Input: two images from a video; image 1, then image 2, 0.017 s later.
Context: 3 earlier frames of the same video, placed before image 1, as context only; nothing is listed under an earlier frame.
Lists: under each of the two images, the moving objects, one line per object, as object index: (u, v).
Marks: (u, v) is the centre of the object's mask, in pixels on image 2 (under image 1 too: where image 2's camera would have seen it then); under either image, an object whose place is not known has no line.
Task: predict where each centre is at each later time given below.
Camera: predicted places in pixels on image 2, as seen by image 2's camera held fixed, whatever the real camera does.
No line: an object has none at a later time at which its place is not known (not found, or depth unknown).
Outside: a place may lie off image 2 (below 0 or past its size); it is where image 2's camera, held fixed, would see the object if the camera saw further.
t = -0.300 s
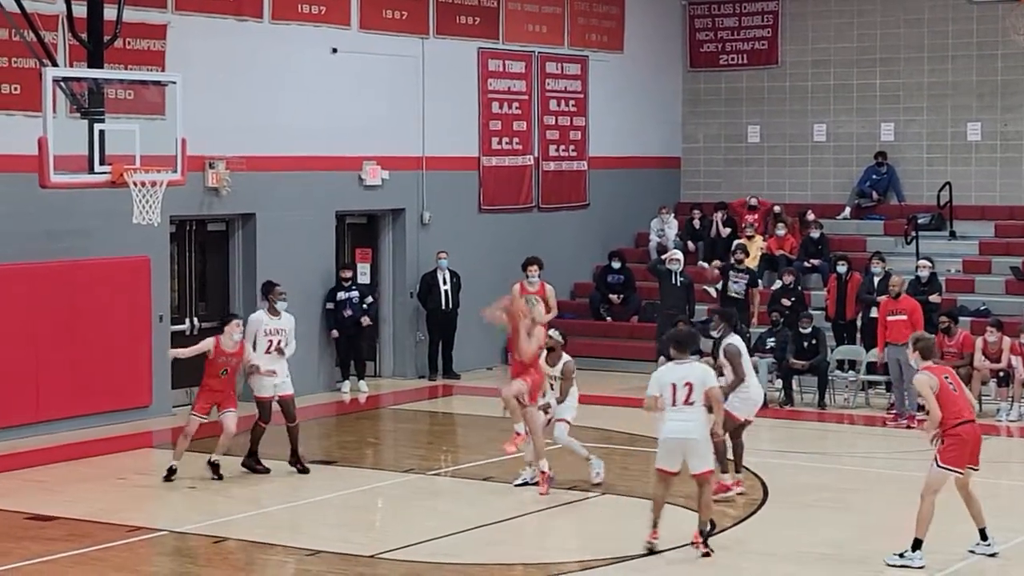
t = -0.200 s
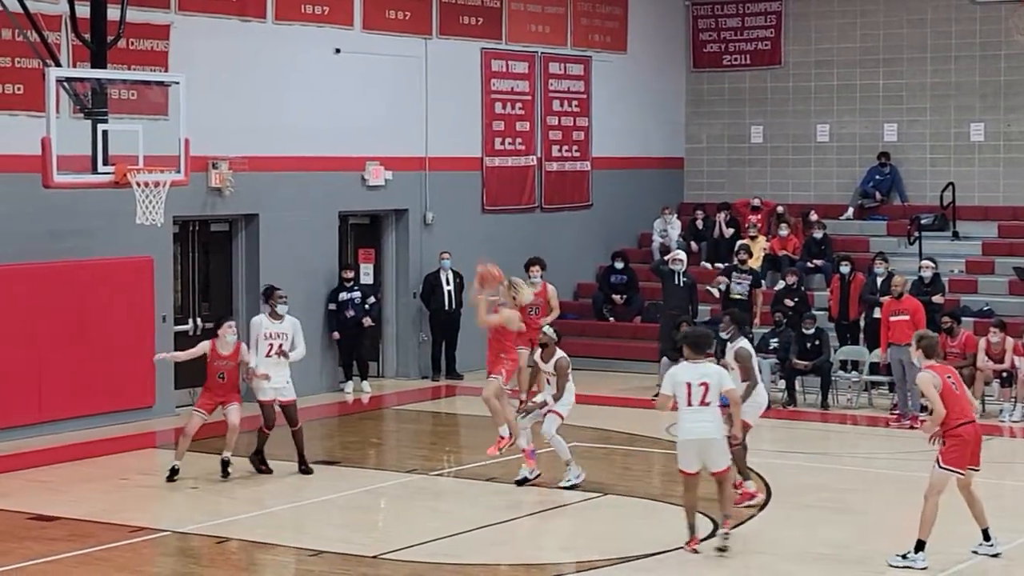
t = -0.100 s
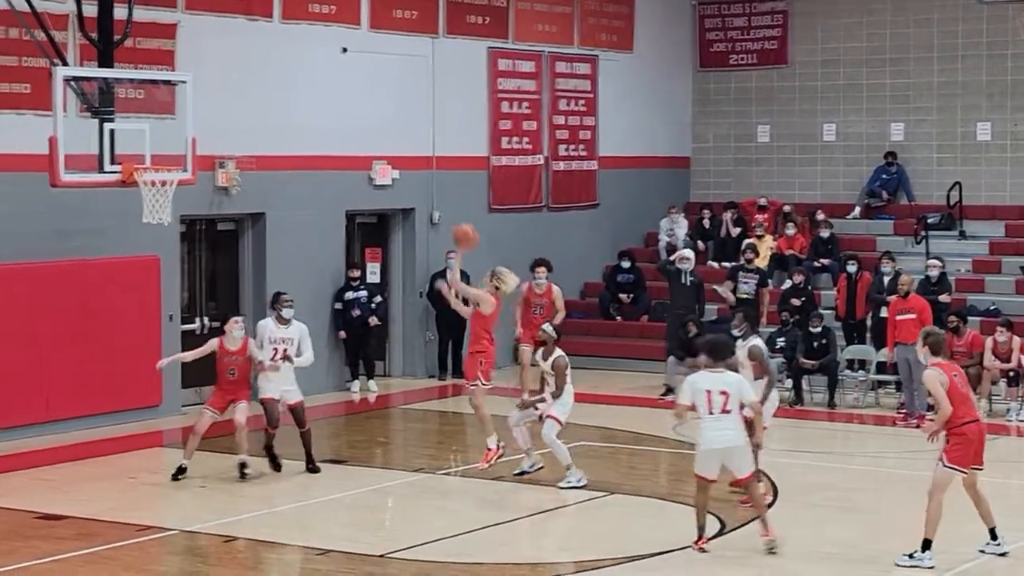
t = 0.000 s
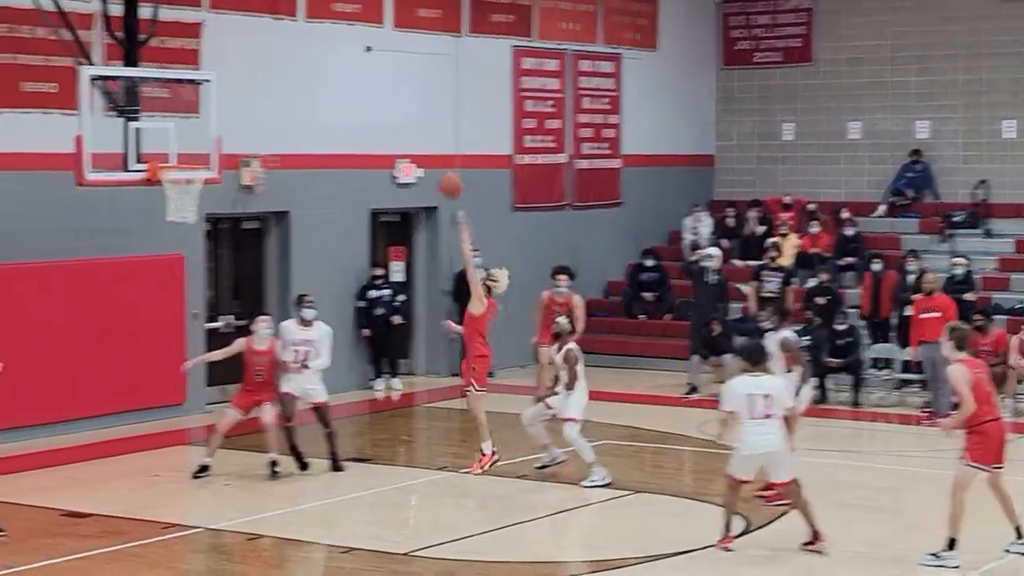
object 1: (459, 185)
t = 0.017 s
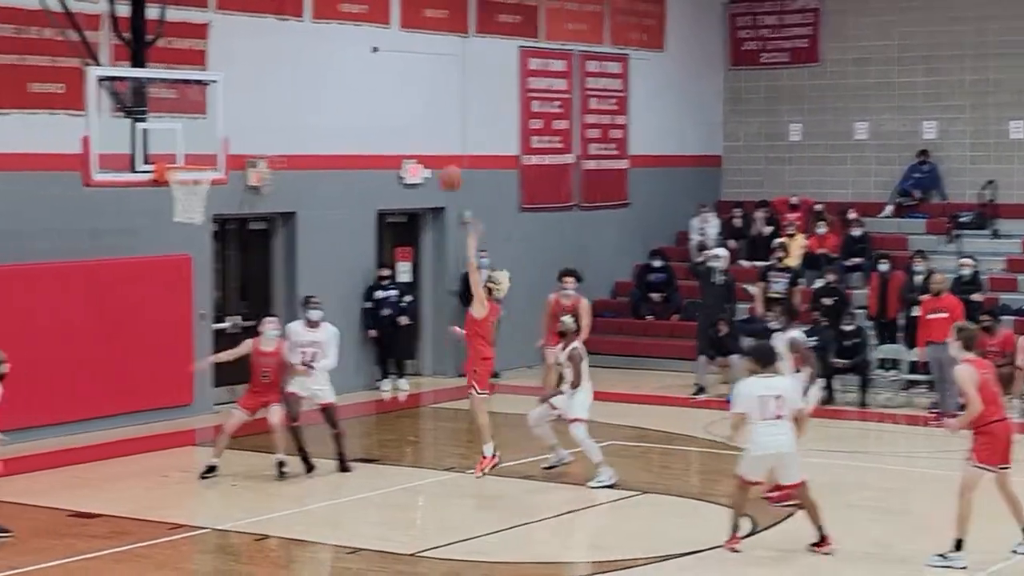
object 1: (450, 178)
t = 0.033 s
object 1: (444, 170)
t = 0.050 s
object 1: (437, 165)
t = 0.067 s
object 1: (430, 158)
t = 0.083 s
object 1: (425, 152)
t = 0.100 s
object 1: (419, 147)
